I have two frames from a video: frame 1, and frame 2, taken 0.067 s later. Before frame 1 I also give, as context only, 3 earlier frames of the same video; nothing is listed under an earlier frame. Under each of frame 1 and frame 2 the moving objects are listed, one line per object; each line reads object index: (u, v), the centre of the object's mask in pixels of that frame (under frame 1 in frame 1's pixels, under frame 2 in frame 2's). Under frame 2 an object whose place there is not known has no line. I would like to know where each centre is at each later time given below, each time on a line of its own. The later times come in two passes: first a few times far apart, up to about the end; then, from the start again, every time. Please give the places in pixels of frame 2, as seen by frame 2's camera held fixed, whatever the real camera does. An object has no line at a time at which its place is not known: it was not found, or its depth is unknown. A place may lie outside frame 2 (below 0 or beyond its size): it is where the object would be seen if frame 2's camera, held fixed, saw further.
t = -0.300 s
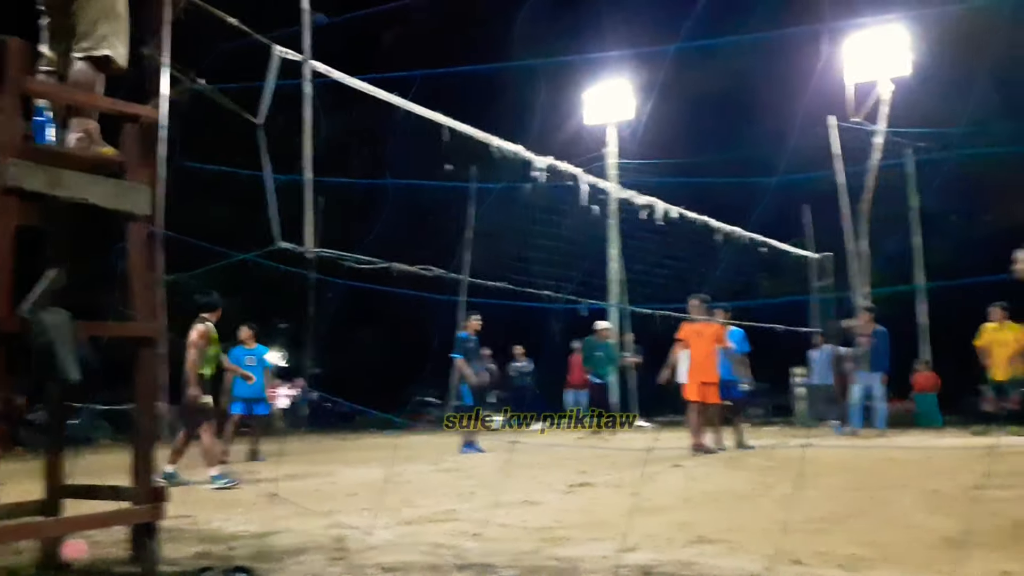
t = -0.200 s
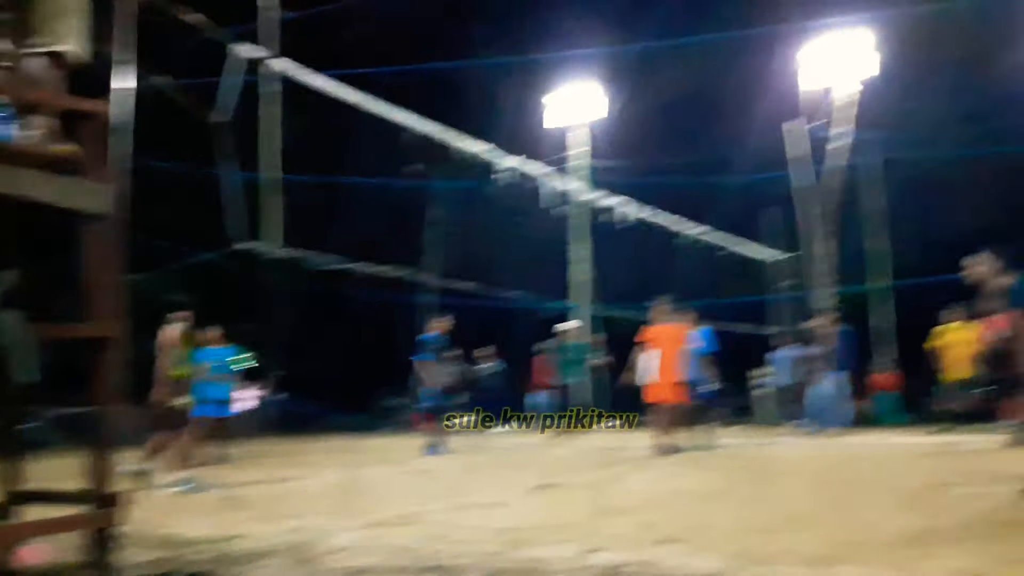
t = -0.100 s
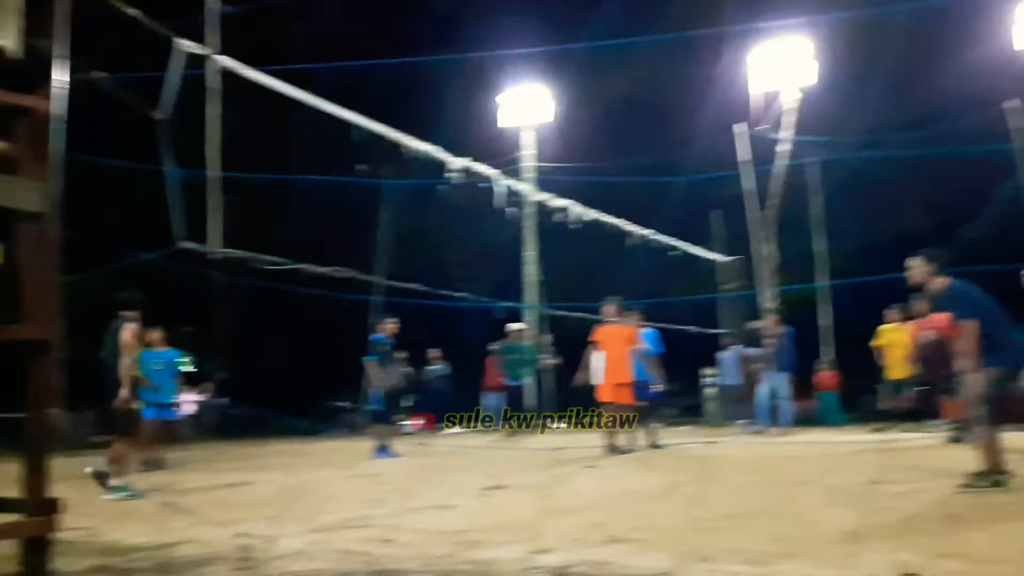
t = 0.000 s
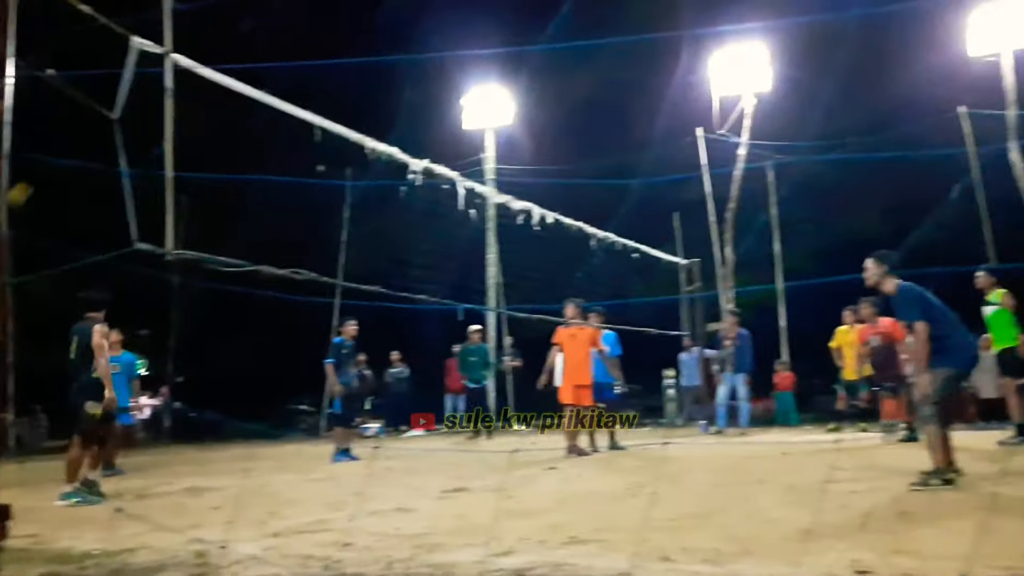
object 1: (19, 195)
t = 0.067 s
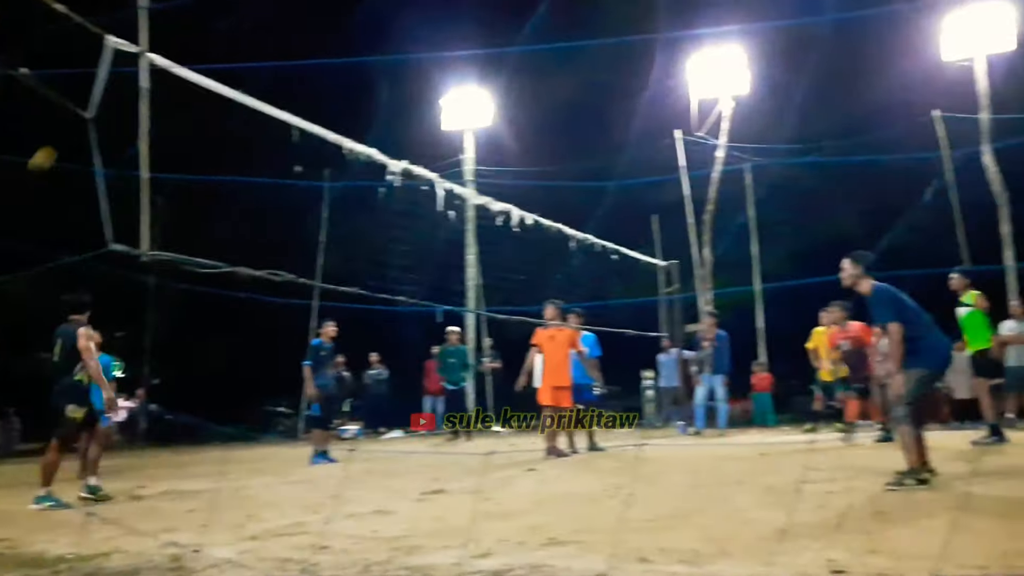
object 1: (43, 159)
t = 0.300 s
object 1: (223, 65)
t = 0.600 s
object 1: (458, 15)
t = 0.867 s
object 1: (670, 40)
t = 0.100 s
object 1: (68, 143)
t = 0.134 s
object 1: (94, 128)
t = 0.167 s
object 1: (121, 114)
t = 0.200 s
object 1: (146, 100)
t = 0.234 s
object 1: (172, 88)
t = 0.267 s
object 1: (202, 70)
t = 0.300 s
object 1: (223, 65)
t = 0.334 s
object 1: (250, 55)
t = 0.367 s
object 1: (275, 47)
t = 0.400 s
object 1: (302, 39)
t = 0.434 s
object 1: (328, 32)
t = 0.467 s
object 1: (353, 28)
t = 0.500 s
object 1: (379, 22)
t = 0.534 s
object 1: (405, 19)
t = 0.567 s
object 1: (432, 16)
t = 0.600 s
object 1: (458, 15)
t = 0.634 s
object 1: (484, 14)
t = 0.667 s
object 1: (511, 15)
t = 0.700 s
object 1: (537, 17)
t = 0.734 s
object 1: (564, 19)
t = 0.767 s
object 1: (591, 23)
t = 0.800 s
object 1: (619, 28)
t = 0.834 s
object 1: (646, 34)
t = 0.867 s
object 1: (670, 40)
